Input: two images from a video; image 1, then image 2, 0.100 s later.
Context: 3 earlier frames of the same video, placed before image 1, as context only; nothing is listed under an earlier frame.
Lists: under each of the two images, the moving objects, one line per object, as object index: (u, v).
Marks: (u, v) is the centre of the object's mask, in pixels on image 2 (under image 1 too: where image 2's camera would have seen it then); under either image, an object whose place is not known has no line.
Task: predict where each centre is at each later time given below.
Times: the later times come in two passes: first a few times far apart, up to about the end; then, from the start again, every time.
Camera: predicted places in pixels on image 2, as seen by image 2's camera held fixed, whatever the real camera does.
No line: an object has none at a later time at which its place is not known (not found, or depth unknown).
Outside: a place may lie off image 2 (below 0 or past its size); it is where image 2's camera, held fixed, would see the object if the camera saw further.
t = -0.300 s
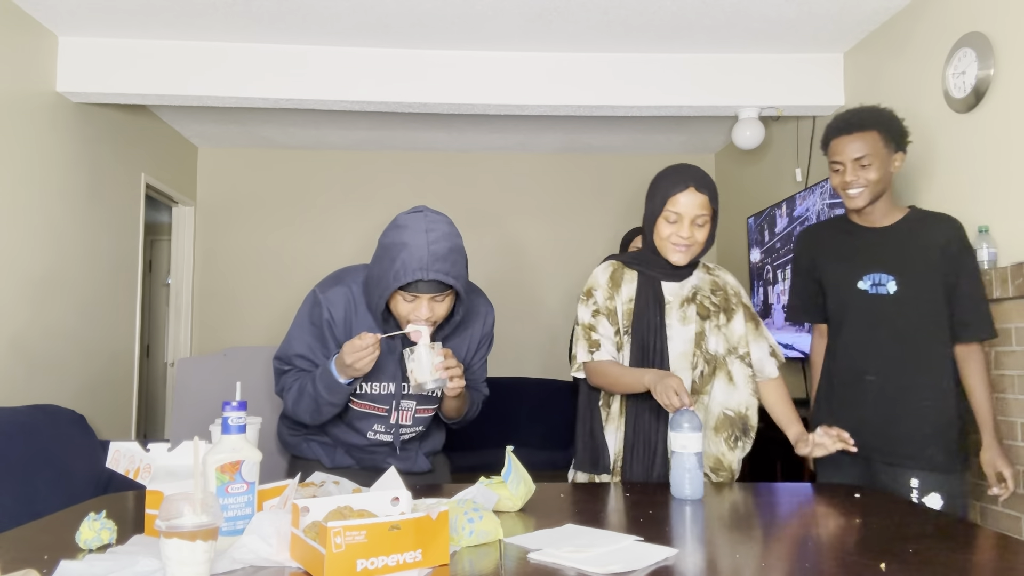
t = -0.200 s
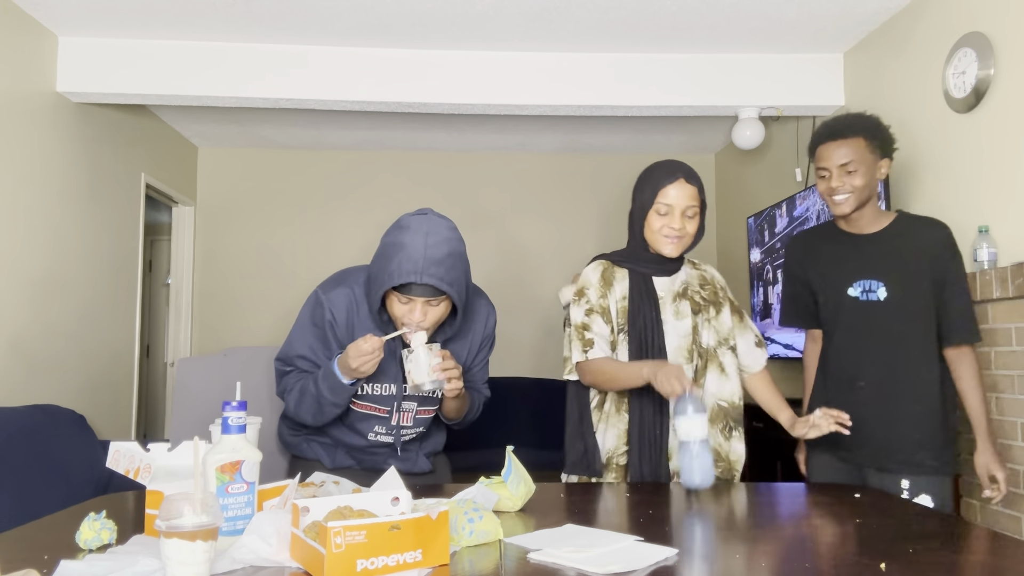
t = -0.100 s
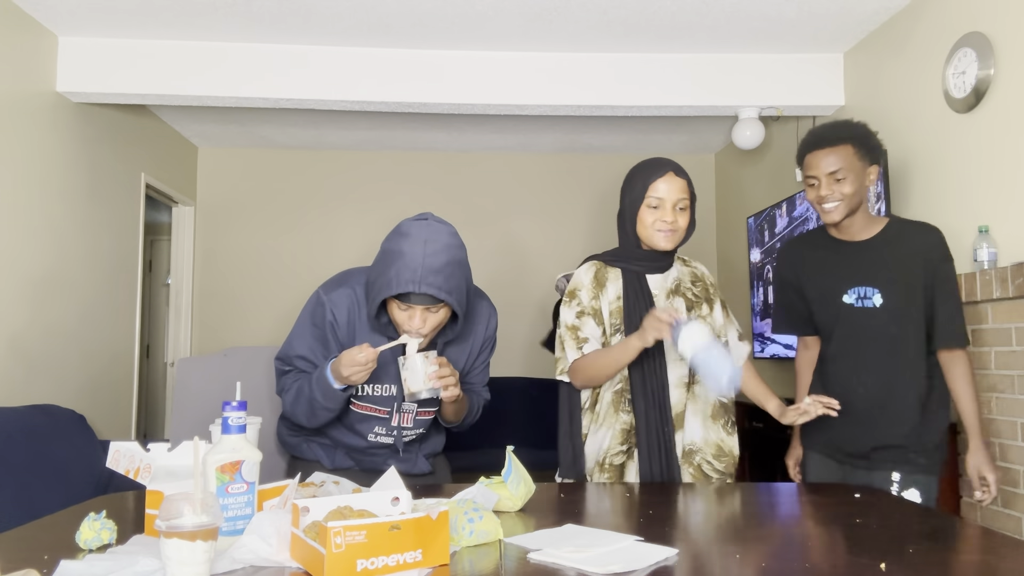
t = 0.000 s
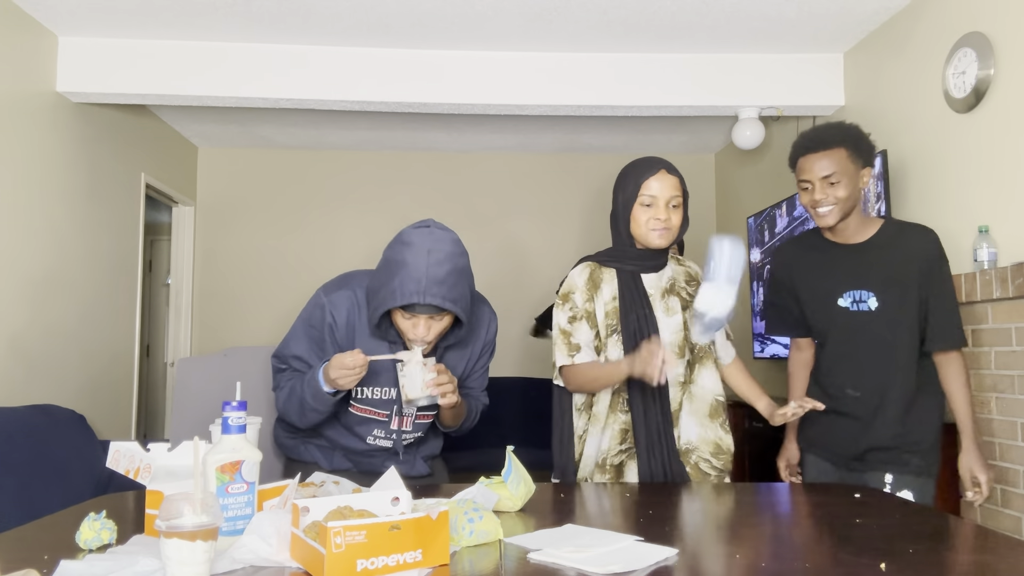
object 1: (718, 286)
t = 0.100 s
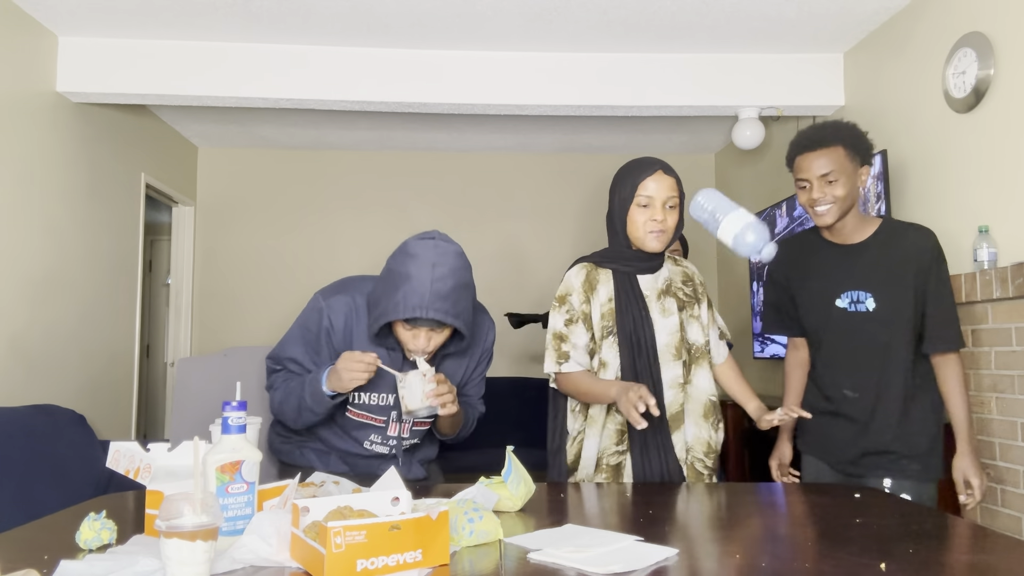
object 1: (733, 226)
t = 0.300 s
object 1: (746, 281)
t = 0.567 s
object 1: (784, 509)
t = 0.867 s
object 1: (787, 511)
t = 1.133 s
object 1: (787, 510)
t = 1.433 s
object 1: (787, 510)
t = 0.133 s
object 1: (735, 219)
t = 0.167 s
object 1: (737, 219)
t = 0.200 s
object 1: (738, 226)
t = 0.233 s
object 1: (741, 238)
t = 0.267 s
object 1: (744, 257)
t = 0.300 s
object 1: (746, 281)
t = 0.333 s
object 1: (749, 312)
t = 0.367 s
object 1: (751, 350)
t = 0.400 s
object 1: (752, 397)
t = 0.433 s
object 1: (755, 448)
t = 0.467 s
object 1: (766, 475)
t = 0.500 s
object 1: (781, 489)
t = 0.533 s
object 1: (780, 508)
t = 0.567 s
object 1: (784, 509)
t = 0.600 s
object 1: (788, 509)
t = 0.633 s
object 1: (790, 509)
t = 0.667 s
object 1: (790, 509)
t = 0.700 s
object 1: (789, 509)
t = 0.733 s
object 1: (788, 510)
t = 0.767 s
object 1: (787, 510)
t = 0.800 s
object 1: (787, 510)
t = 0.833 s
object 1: (787, 510)
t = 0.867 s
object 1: (787, 511)
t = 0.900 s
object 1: (788, 510)
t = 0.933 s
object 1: (788, 510)
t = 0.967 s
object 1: (787, 510)
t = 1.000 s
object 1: (787, 511)
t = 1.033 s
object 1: (786, 511)
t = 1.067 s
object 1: (787, 511)
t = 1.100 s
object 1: (787, 510)
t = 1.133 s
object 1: (787, 510)
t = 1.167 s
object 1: (787, 511)
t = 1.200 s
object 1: (787, 511)
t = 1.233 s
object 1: (787, 511)
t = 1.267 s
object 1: (787, 511)
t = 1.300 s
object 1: (787, 510)
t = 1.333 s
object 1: (788, 511)
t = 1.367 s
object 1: (787, 510)
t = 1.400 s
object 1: (787, 511)
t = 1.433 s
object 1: (787, 510)
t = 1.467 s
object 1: (787, 511)
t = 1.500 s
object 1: (788, 510)
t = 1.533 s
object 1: (788, 510)
